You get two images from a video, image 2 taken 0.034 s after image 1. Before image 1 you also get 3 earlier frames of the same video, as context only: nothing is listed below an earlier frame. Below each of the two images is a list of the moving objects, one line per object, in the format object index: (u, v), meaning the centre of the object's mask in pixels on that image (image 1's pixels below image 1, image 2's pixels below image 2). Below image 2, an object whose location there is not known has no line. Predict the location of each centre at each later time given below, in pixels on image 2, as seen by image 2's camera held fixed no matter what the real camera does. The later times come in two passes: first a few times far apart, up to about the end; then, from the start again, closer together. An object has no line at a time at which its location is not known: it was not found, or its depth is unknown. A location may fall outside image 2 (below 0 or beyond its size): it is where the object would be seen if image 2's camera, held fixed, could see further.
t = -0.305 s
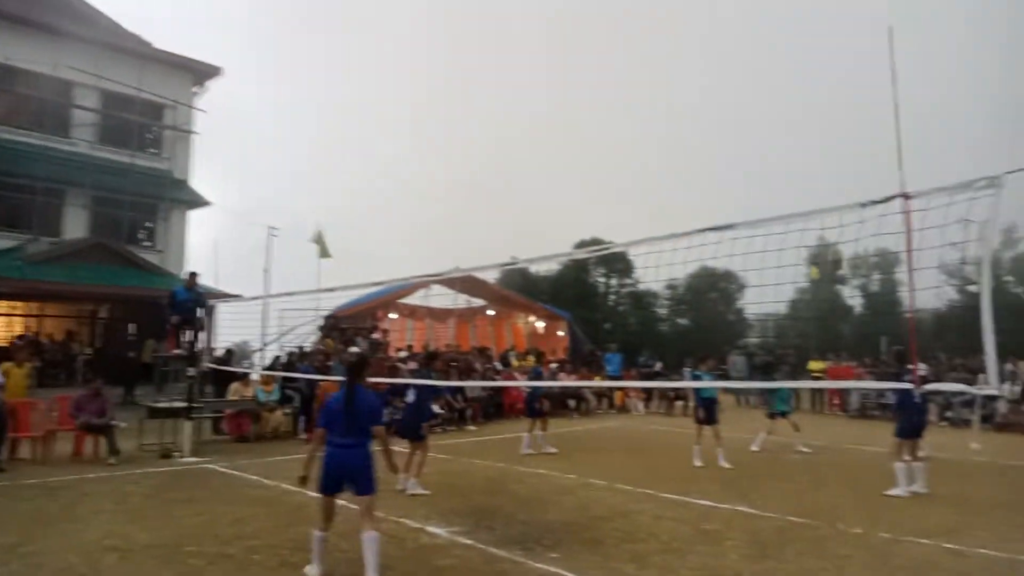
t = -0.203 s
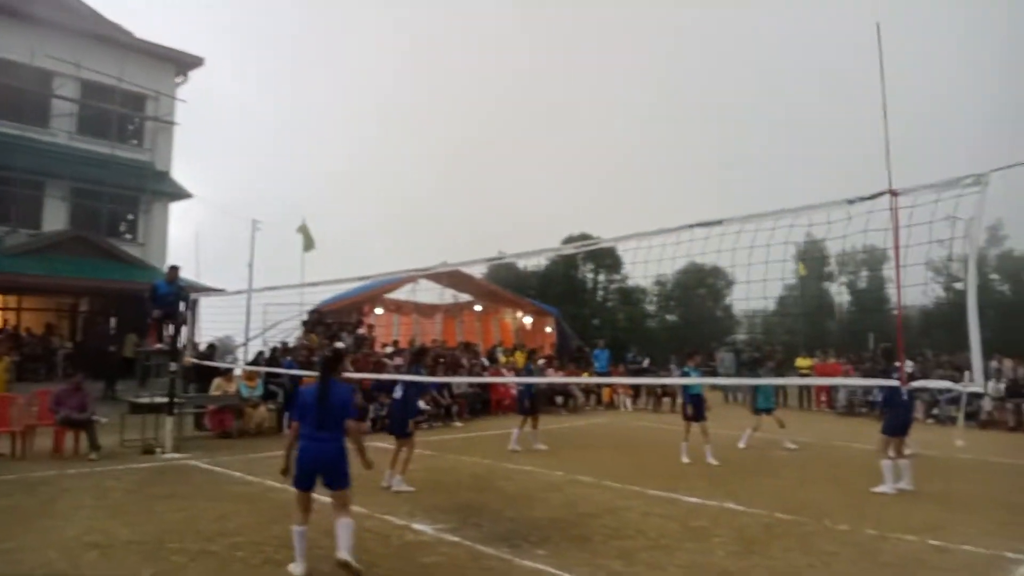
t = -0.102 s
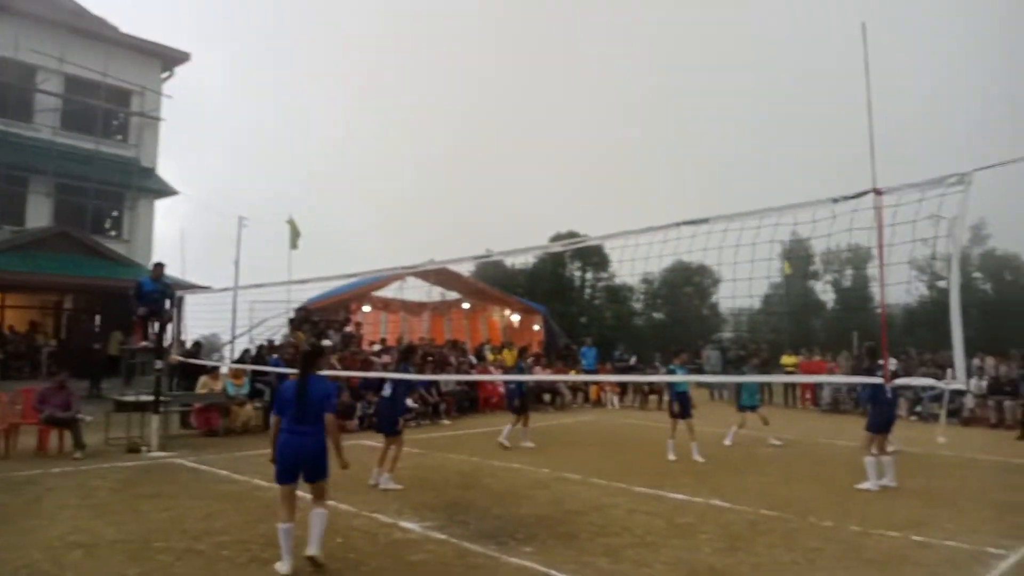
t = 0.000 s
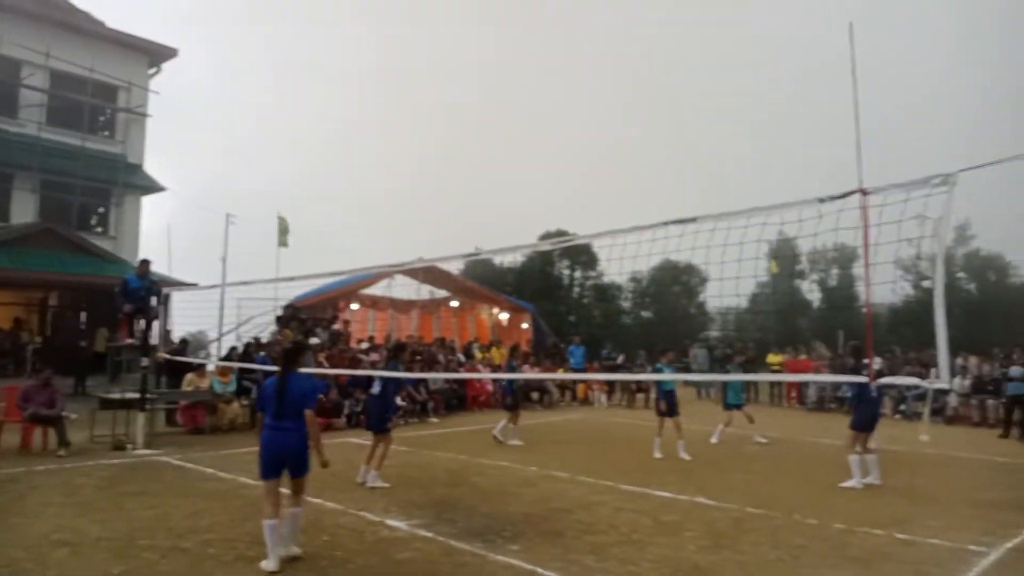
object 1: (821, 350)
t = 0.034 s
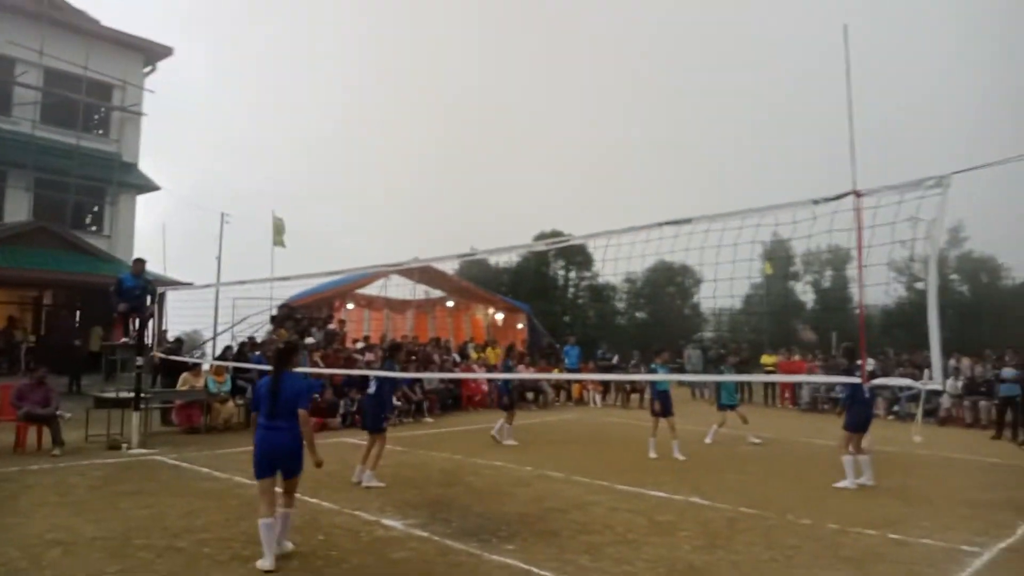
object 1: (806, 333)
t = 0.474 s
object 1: (709, 182)
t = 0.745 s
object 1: (643, 143)
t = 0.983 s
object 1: (582, 150)
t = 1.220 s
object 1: (515, 200)
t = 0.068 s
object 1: (798, 318)
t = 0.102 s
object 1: (794, 302)
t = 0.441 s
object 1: (717, 190)
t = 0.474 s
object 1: (709, 182)
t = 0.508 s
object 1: (701, 174)
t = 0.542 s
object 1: (693, 168)
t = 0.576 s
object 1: (685, 162)
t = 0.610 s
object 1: (676, 157)
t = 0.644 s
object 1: (669, 152)
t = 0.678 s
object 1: (661, 148)
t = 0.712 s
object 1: (652, 146)
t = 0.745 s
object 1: (643, 143)
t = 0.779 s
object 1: (634, 142)
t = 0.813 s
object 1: (626, 141)
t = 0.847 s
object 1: (618, 141)
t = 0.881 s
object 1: (609, 142)
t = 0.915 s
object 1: (599, 143)
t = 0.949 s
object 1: (591, 146)
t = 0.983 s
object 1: (582, 150)
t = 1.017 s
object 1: (573, 154)
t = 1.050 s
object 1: (564, 159)
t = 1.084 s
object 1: (554, 165)
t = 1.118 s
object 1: (544, 173)
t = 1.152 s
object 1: (534, 181)
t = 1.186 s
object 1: (525, 190)
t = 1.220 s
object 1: (515, 200)
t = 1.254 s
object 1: (506, 211)
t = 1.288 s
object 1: (496, 223)
